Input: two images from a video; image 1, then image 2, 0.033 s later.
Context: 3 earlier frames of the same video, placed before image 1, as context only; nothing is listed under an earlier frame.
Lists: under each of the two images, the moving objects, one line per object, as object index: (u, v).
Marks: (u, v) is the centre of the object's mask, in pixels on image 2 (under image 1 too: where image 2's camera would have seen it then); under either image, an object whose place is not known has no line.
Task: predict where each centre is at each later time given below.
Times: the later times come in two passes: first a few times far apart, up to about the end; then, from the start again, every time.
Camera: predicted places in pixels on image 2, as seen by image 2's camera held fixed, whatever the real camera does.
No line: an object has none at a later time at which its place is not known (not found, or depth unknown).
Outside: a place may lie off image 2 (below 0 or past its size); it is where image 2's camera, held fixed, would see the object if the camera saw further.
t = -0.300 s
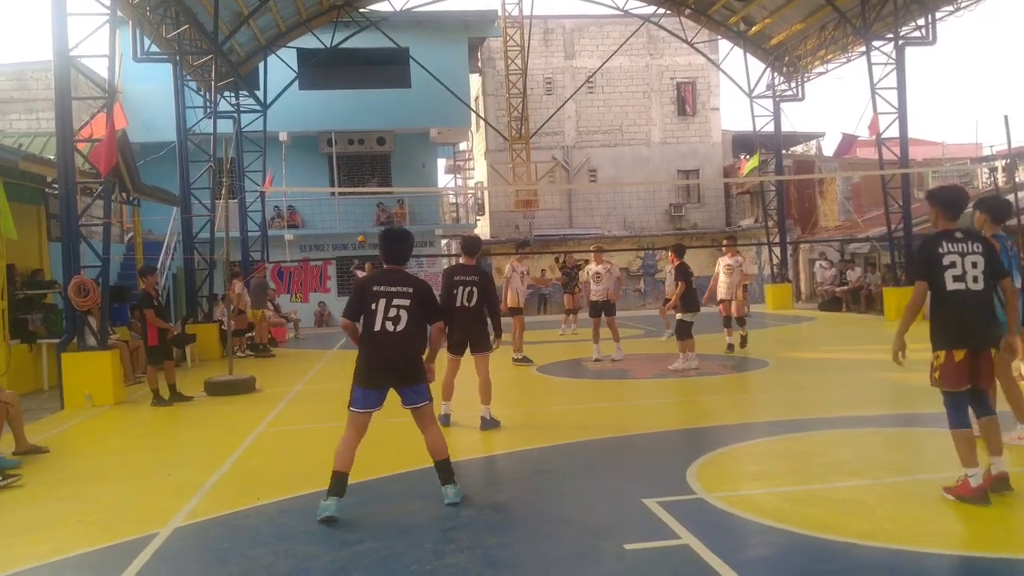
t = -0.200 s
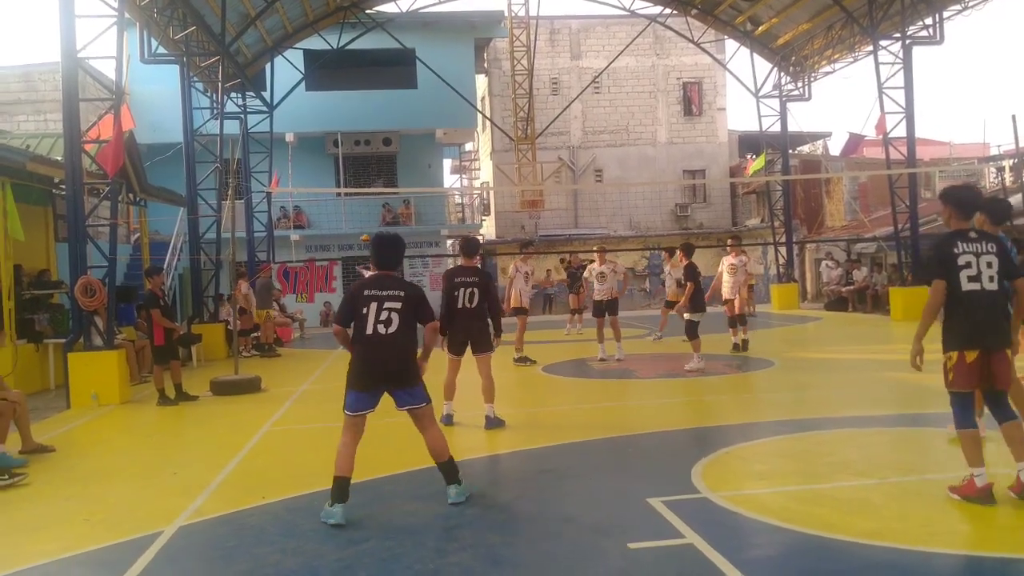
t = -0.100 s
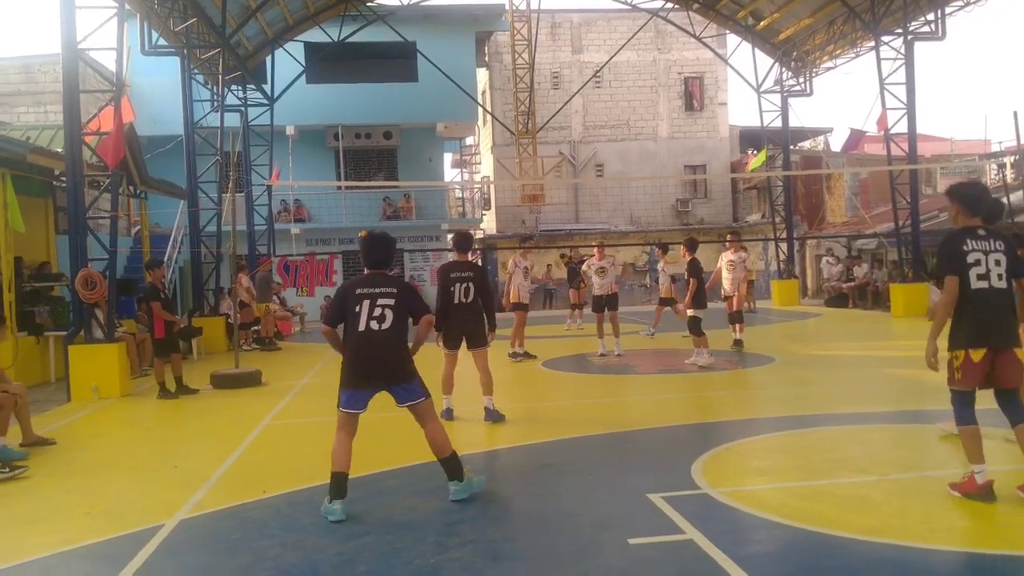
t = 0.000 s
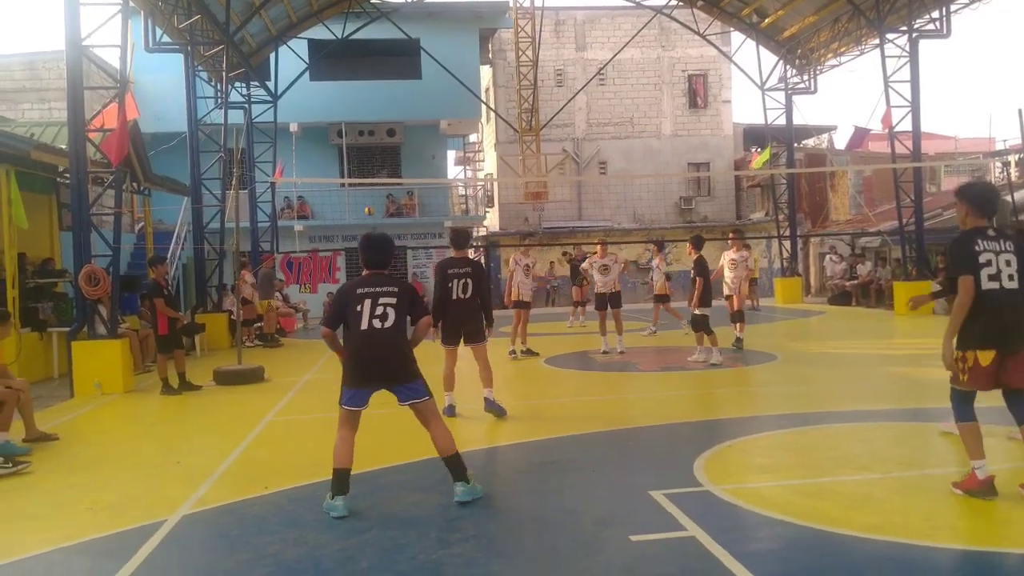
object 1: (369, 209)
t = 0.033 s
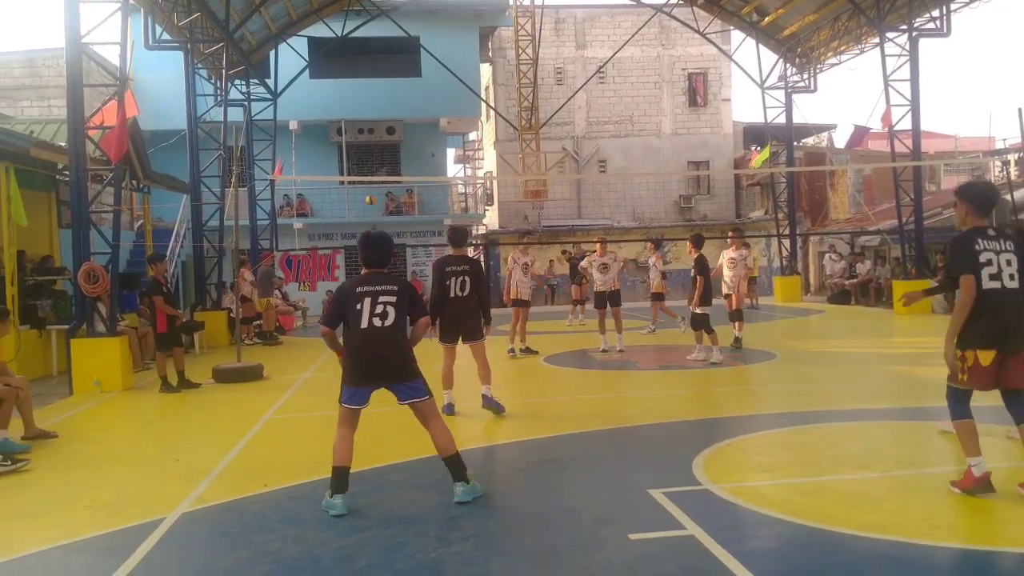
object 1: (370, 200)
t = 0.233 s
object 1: (382, 148)
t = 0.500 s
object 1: (402, 95)
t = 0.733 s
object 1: (425, 74)
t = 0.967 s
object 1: (469, 98)
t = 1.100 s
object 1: (510, 153)
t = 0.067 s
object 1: (372, 191)
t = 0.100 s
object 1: (375, 183)
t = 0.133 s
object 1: (376, 172)
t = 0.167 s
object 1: (377, 164)
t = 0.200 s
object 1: (380, 156)
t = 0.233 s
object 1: (382, 148)
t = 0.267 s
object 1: (384, 141)
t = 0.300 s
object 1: (386, 132)
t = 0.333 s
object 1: (389, 127)
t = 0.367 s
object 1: (391, 119)
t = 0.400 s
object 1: (393, 112)
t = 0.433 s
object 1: (397, 106)
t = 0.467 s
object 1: (399, 100)
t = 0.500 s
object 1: (402, 95)
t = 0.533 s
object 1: (405, 90)
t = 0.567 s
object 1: (407, 85)
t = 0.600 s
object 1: (410, 81)
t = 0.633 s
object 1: (414, 79)
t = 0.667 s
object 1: (417, 76)
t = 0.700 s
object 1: (421, 74)
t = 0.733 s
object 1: (425, 74)
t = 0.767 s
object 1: (430, 73)
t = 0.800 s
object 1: (435, 74)
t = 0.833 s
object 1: (441, 76)
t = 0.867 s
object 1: (447, 79)
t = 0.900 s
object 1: (454, 84)
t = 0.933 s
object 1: (461, 89)
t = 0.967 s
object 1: (469, 98)
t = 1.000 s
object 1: (477, 108)
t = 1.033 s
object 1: (486, 120)
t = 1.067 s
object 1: (497, 135)
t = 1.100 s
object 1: (510, 153)
